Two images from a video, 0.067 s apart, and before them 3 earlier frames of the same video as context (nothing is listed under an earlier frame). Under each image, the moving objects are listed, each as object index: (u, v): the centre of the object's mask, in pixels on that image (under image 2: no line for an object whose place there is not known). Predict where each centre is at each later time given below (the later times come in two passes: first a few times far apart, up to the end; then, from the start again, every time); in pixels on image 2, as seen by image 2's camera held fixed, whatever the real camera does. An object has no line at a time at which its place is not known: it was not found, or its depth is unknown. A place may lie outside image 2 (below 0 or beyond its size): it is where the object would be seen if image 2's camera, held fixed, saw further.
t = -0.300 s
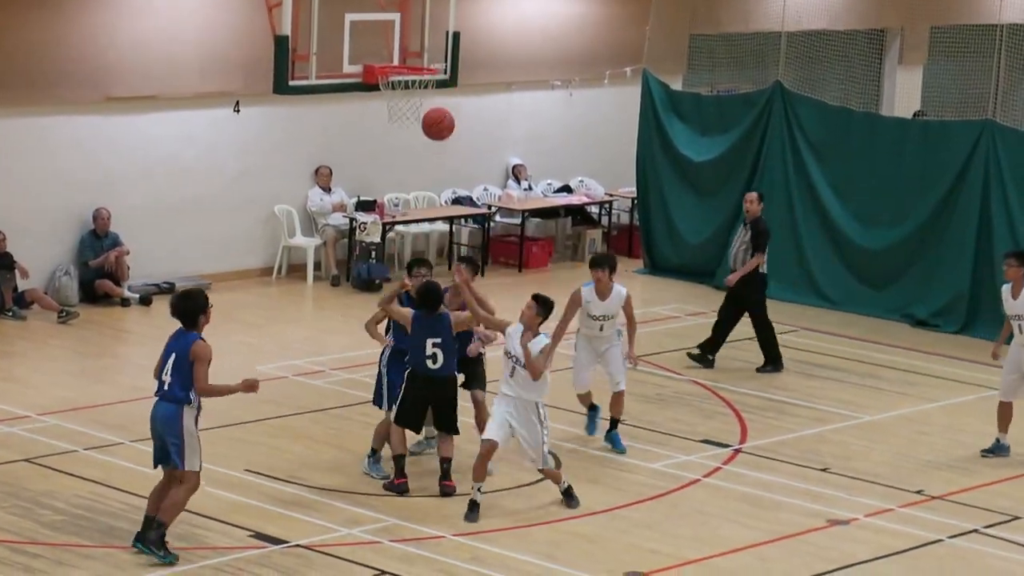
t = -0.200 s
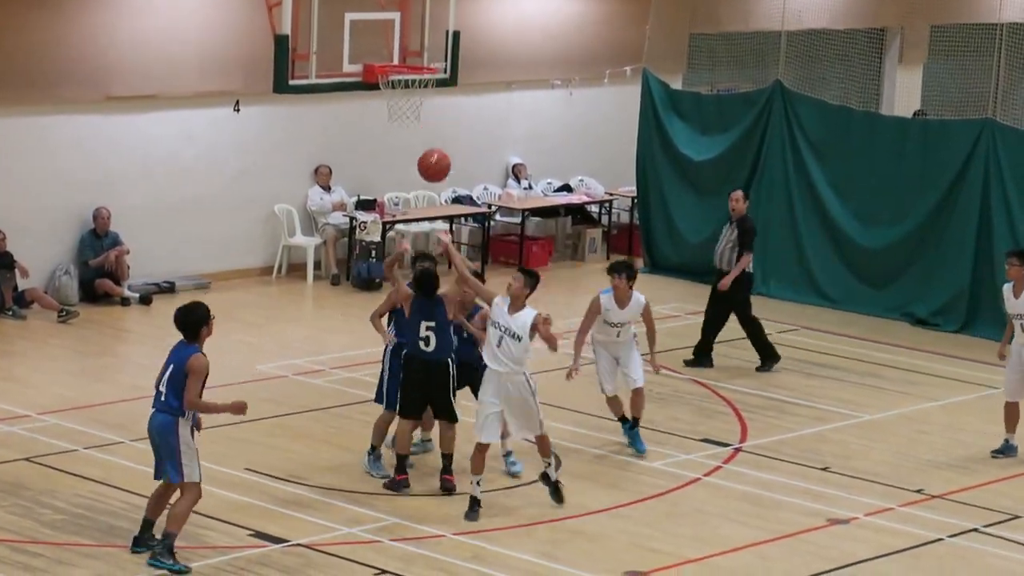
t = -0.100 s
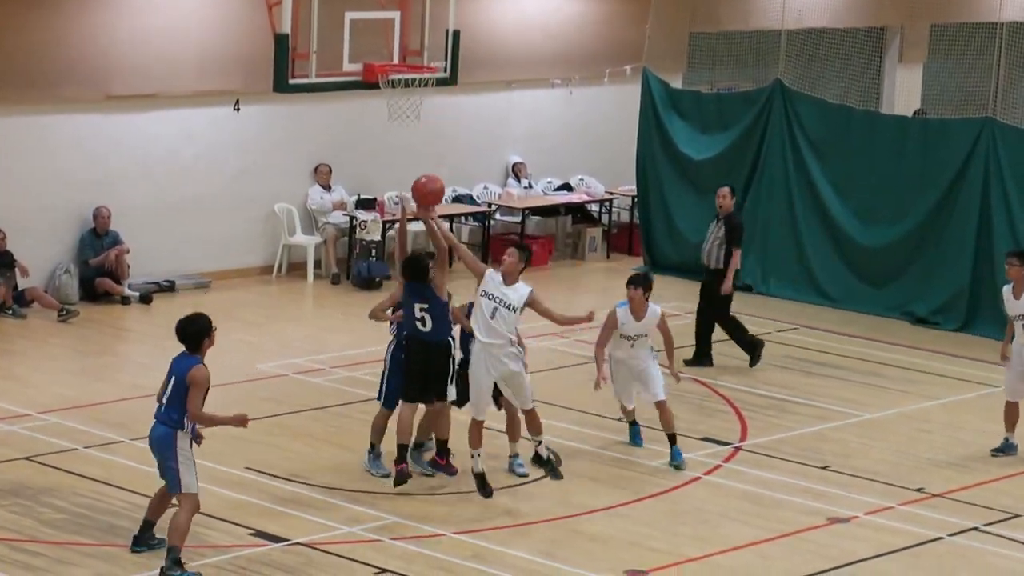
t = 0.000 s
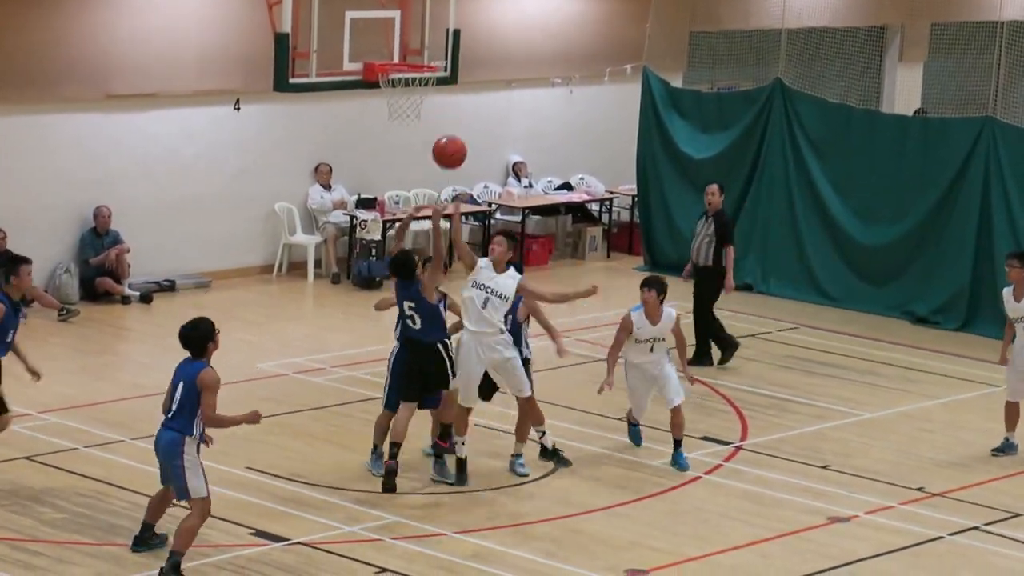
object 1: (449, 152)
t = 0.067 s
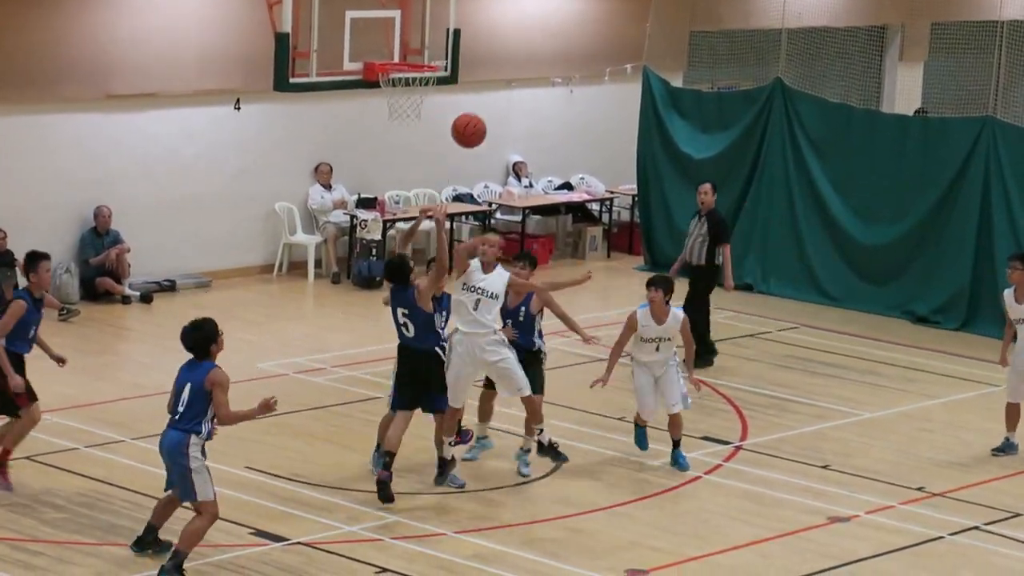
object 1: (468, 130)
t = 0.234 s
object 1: (518, 101)
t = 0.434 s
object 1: (580, 120)
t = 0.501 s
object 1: (600, 141)
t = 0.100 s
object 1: (478, 122)
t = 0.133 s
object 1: (488, 114)
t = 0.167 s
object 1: (498, 109)
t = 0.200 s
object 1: (508, 104)
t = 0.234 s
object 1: (518, 101)
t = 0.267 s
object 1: (528, 100)
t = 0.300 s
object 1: (539, 100)
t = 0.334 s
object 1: (549, 103)
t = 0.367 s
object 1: (559, 107)
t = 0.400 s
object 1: (569, 112)
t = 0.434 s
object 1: (580, 120)
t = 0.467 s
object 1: (590, 130)
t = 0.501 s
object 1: (600, 141)
